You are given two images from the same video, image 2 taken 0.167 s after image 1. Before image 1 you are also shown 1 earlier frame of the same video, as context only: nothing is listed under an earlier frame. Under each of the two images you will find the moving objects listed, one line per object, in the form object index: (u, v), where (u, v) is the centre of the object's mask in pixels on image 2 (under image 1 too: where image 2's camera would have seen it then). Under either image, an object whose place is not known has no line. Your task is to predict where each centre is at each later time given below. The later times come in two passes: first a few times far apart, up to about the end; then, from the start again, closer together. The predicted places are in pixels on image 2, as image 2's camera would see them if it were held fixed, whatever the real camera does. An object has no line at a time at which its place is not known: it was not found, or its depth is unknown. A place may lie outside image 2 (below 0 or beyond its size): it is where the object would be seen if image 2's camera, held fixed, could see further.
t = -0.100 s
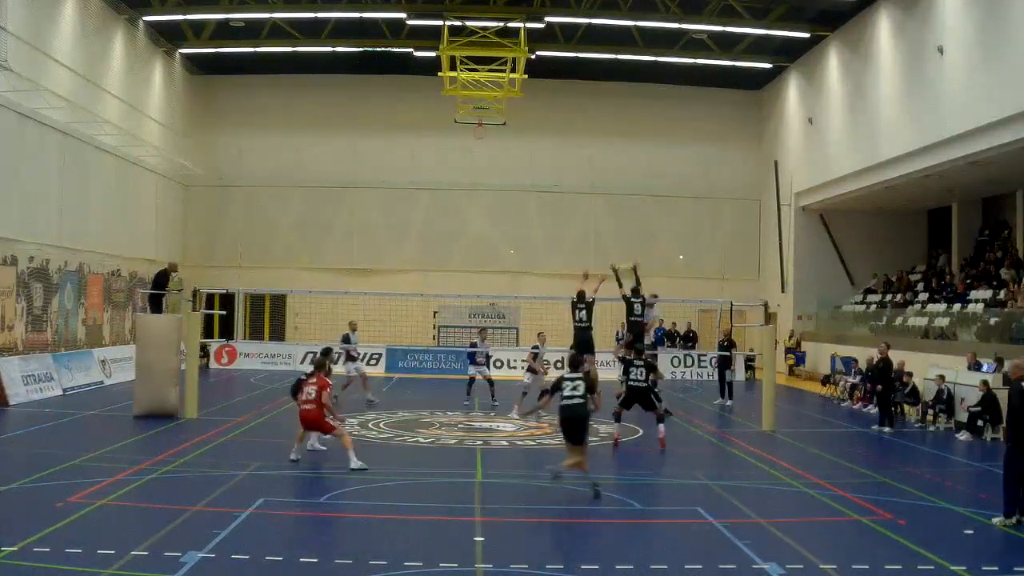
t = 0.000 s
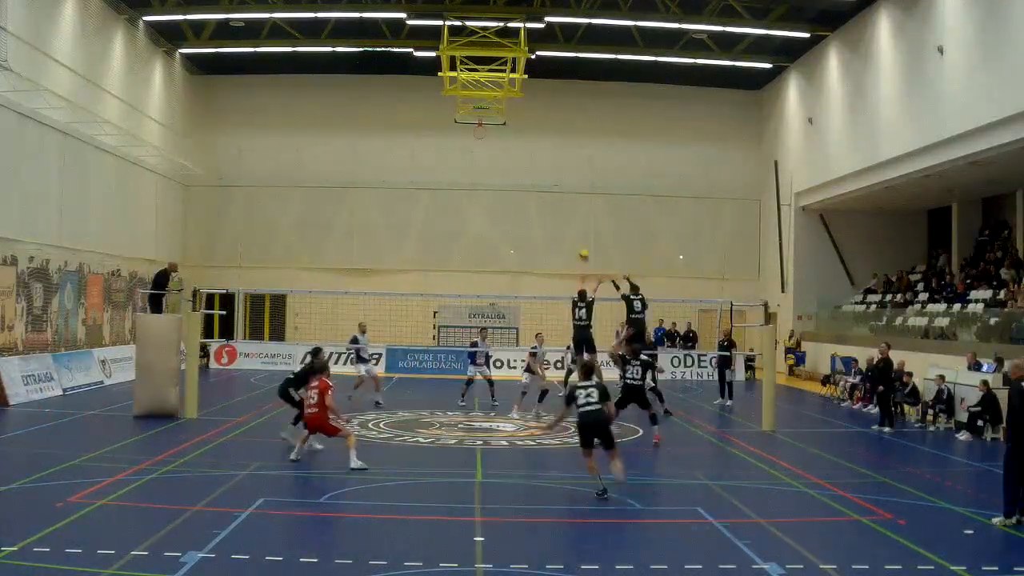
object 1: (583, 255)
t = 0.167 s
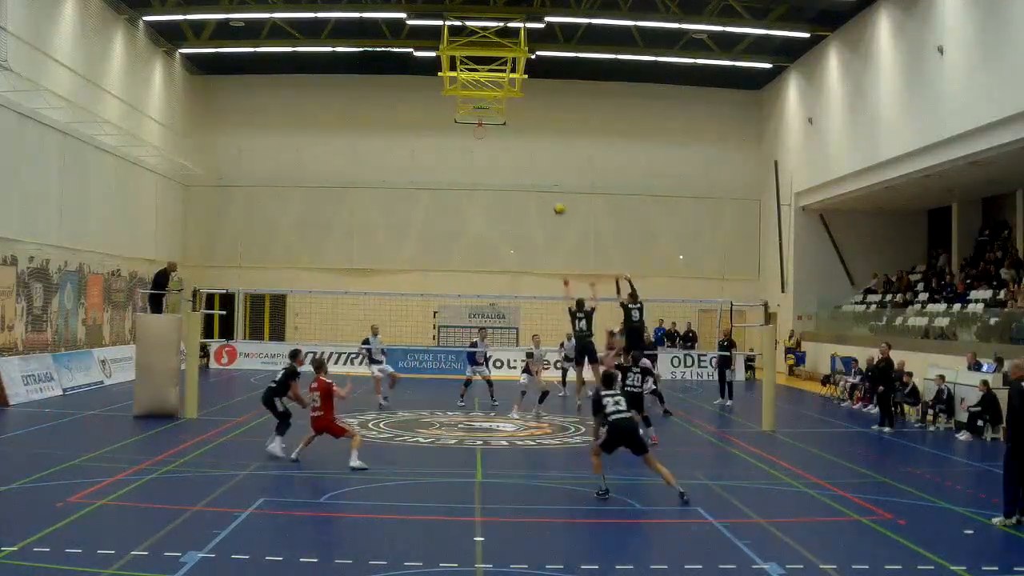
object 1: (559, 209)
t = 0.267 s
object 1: (542, 186)
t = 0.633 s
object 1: (468, 155)
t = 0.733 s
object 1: (445, 161)
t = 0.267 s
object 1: (542, 186)
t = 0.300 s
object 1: (536, 180)
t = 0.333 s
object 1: (530, 176)
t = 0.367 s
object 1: (524, 170)
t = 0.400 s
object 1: (517, 167)
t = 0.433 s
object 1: (512, 162)
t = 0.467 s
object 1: (504, 160)
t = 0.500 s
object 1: (498, 157)
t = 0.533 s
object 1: (490, 155)
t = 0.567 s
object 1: (484, 154)
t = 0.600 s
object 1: (476, 154)
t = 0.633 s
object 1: (468, 155)
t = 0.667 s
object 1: (461, 156)
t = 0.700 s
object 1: (454, 159)
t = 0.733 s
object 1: (445, 161)
